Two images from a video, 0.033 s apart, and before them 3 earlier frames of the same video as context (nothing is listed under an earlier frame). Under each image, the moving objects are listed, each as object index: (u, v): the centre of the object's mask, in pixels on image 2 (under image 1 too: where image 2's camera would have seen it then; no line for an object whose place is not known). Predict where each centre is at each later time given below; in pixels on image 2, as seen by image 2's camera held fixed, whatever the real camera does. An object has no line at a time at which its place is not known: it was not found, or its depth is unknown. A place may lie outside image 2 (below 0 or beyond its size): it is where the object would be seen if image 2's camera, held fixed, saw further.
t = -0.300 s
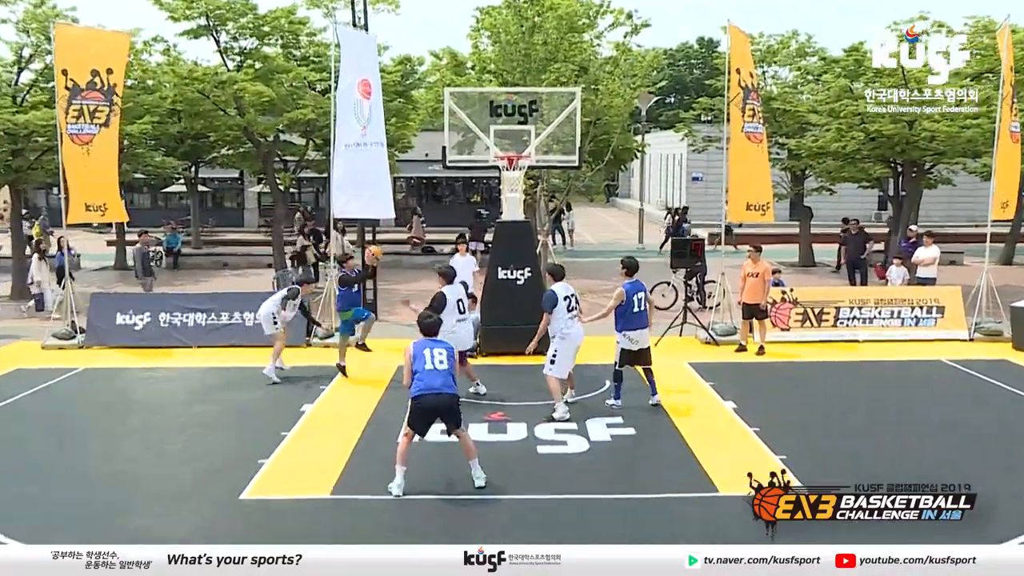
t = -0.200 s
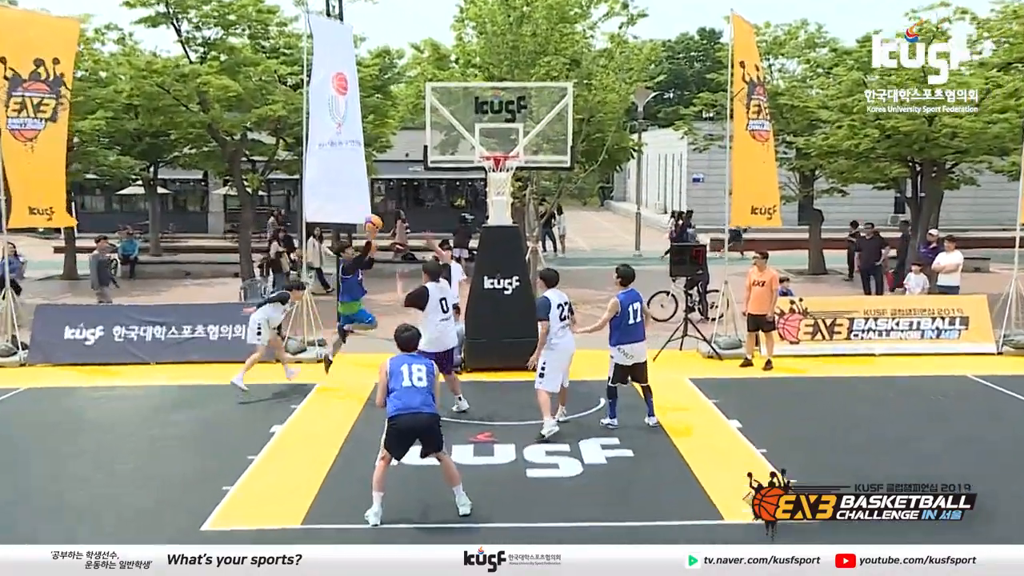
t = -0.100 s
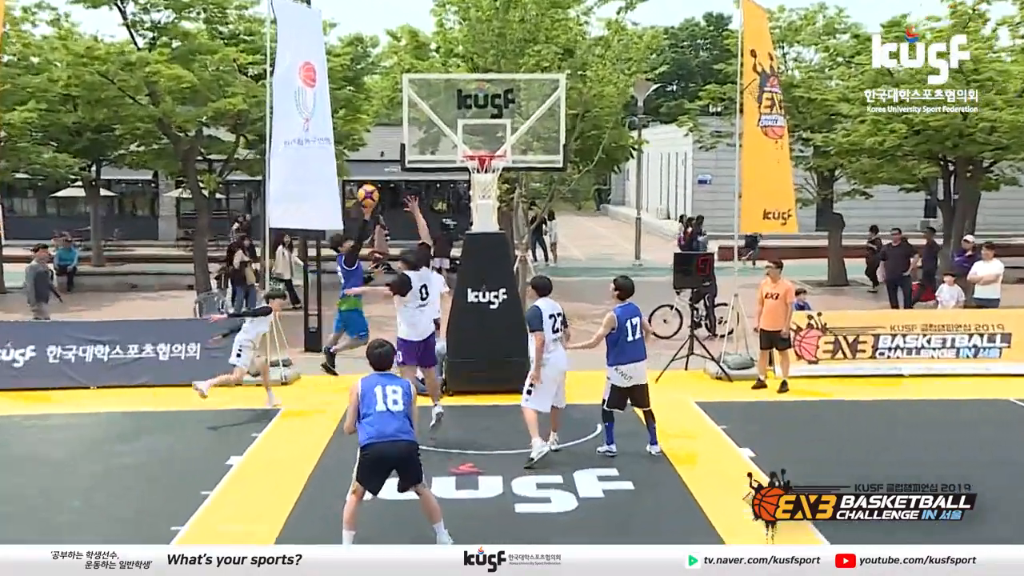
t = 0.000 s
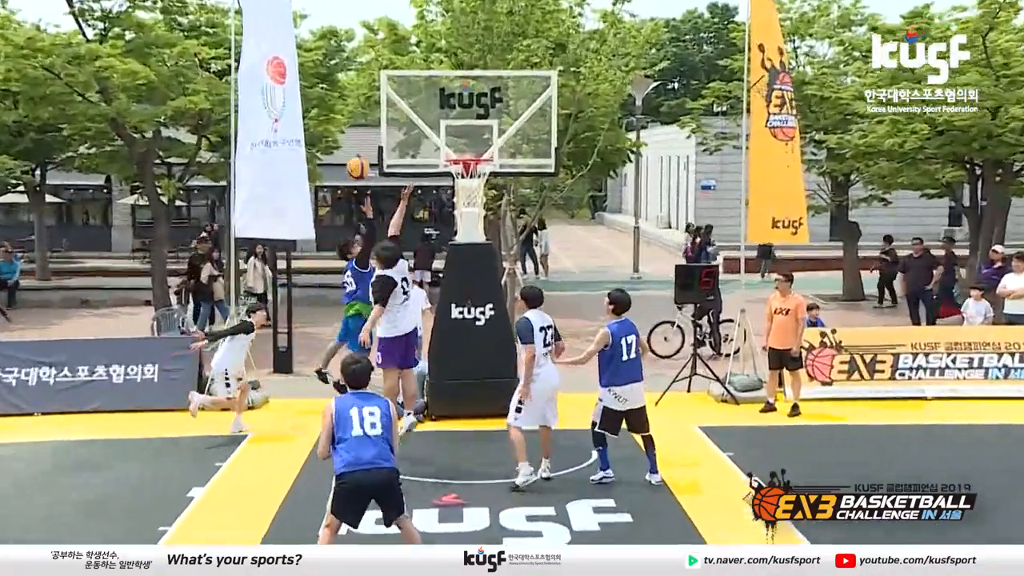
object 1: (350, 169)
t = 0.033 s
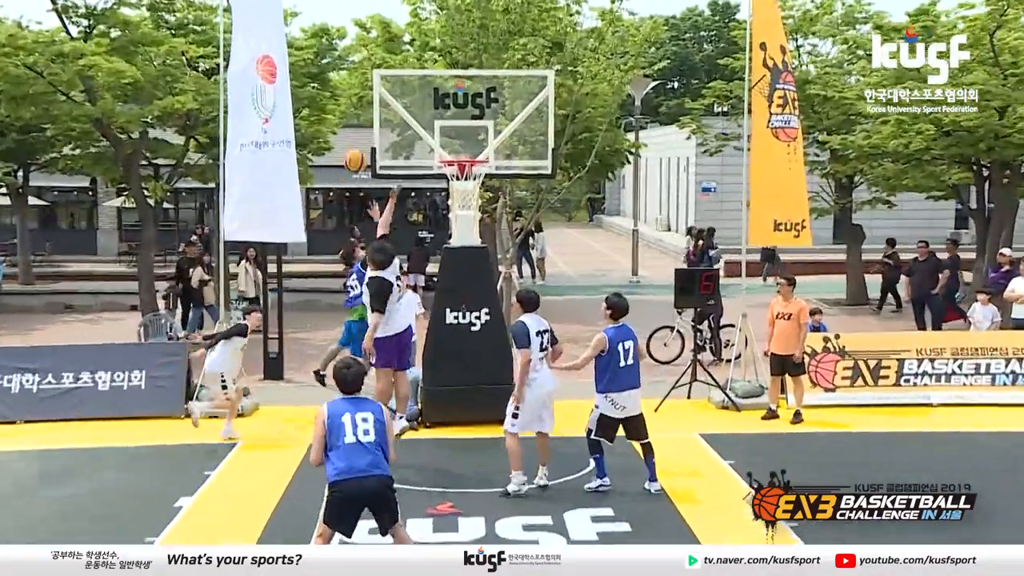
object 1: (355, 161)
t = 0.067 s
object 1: (360, 153)
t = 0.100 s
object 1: (365, 145)
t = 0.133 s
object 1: (370, 139)
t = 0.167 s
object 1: (376, 134)
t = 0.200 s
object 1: (381, 130)
